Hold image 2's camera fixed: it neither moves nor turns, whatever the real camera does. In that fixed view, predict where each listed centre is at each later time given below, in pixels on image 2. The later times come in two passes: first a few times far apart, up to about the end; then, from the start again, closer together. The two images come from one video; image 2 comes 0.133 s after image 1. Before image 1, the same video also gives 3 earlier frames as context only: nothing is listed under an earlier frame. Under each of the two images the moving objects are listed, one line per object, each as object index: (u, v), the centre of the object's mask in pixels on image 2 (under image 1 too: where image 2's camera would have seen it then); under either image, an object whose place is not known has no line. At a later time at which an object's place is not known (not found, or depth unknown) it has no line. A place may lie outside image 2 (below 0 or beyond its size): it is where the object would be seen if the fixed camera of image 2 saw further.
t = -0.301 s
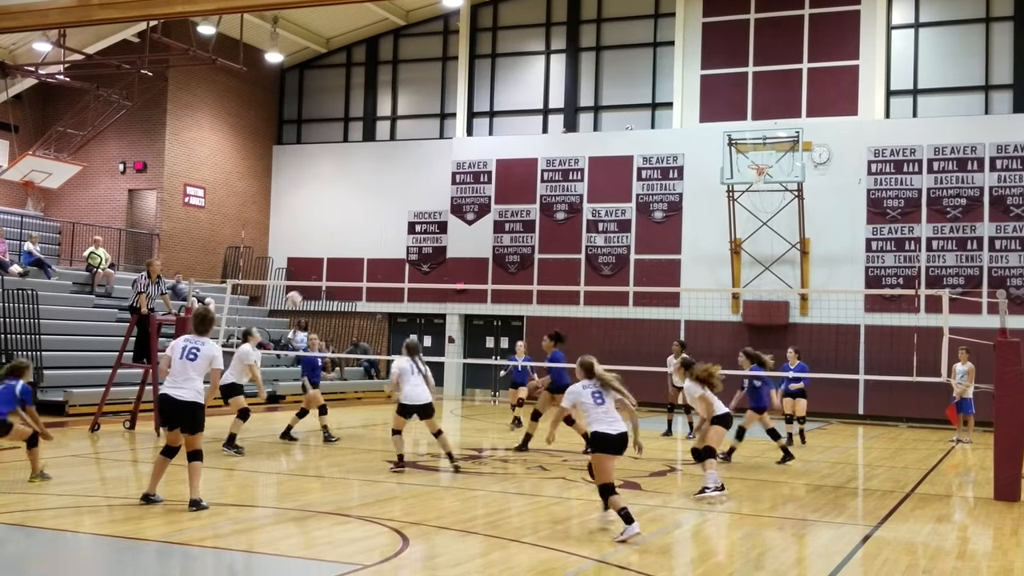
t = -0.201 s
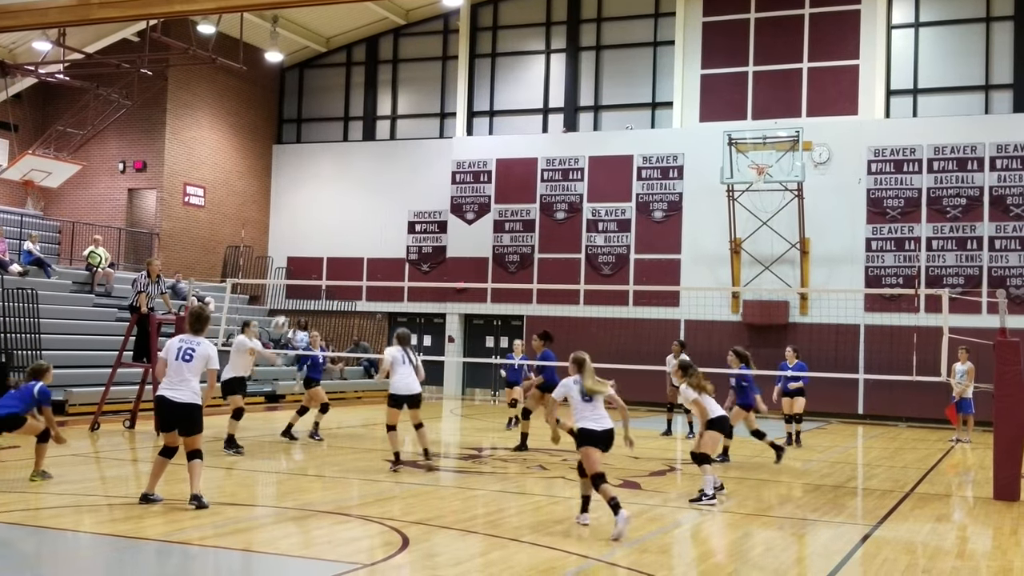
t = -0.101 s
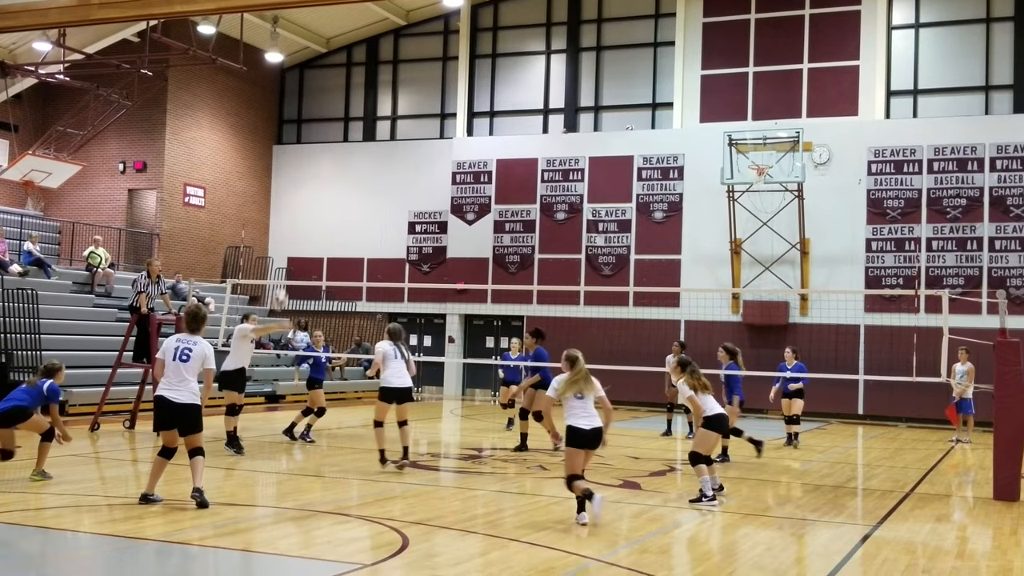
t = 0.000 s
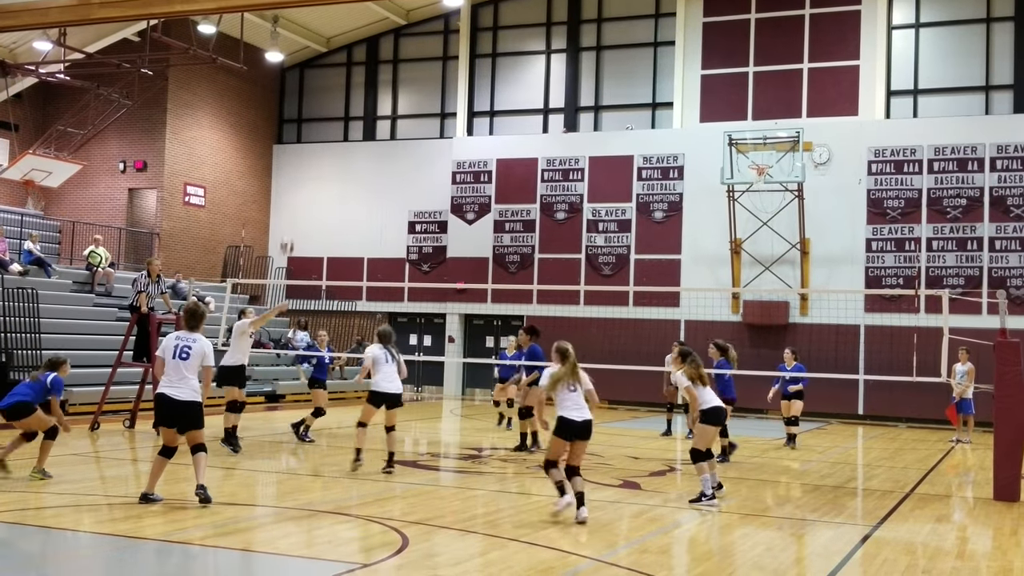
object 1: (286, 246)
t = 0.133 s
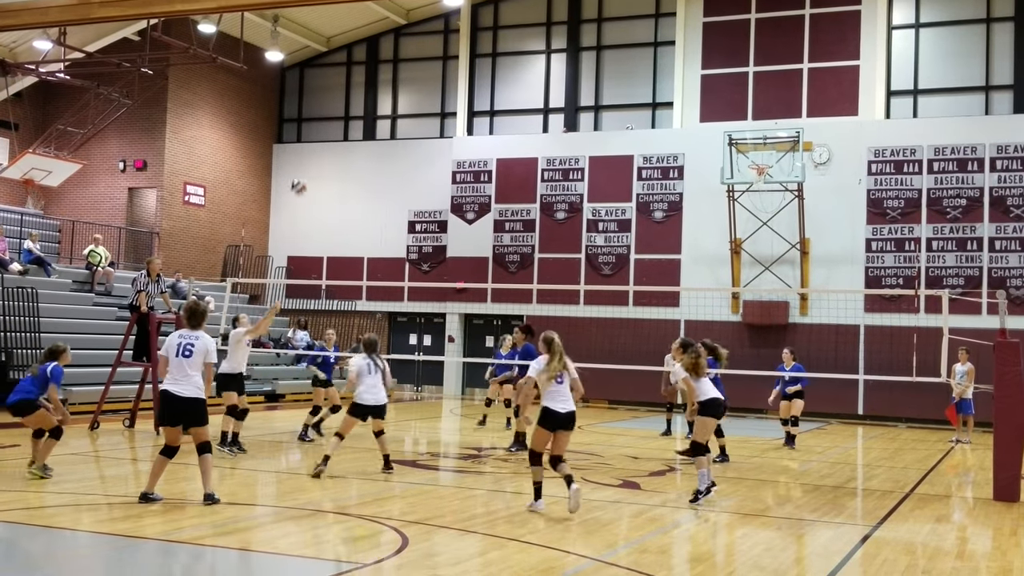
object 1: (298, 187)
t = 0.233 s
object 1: (306, 151)
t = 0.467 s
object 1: (322, 99)
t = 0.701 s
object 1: (337, 88)
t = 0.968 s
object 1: (351, 131)
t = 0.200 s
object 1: (303, 162)
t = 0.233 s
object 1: (306, 151)
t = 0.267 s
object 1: (309, 139)
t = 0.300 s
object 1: (311, 132)
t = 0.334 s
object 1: (313, 123)
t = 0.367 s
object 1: (316, 116)
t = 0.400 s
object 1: (318, 110)
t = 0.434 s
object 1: (320, 104)
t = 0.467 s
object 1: (322, 99)
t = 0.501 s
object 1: (325, 94)
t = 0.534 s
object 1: (326, 92)
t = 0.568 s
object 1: (329, 89)
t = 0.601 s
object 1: (331, 87)
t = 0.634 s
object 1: (333, 87)
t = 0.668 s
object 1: (334, 87)
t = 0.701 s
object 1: (337, 88)
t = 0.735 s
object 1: (338, 90)
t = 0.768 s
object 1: (340, 93)
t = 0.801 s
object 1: (342, 97)
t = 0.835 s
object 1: (344, 103)
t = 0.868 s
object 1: (346, 109)
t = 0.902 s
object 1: (347, 115)
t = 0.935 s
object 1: (349, 123)
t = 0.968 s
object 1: (351, 131)
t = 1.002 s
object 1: (352, 141)
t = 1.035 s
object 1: (353, 153)
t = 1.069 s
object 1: (355, 163)
